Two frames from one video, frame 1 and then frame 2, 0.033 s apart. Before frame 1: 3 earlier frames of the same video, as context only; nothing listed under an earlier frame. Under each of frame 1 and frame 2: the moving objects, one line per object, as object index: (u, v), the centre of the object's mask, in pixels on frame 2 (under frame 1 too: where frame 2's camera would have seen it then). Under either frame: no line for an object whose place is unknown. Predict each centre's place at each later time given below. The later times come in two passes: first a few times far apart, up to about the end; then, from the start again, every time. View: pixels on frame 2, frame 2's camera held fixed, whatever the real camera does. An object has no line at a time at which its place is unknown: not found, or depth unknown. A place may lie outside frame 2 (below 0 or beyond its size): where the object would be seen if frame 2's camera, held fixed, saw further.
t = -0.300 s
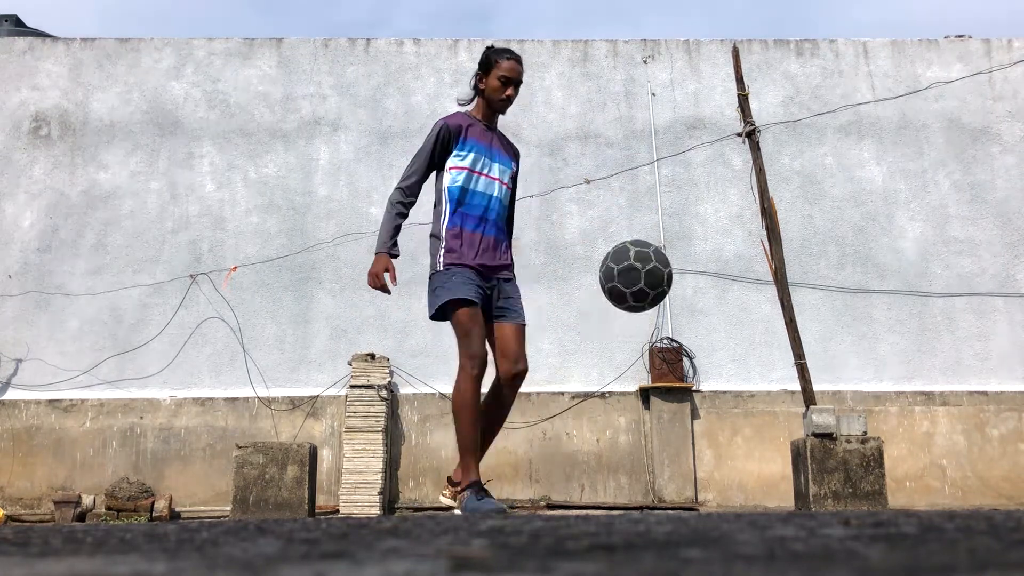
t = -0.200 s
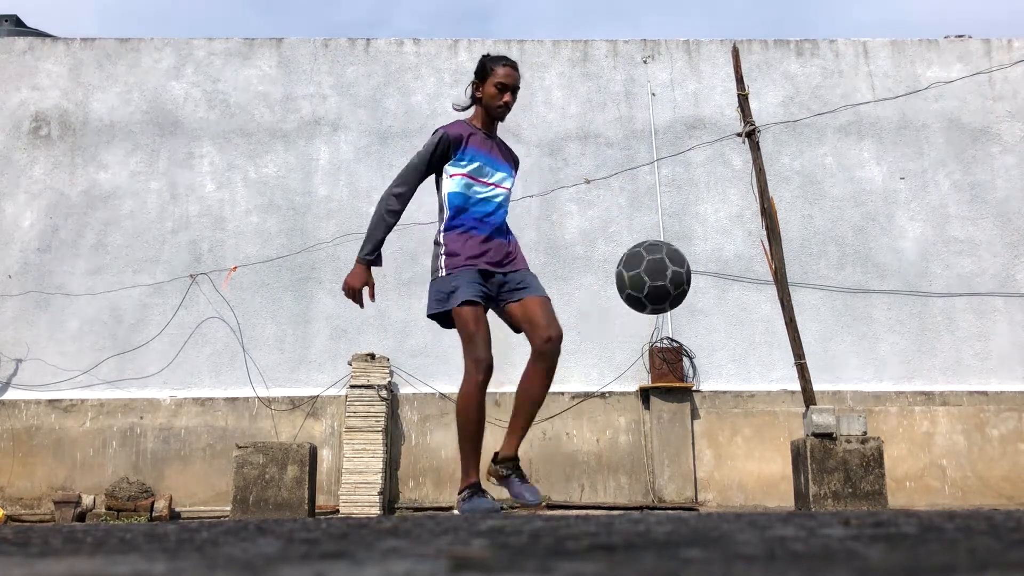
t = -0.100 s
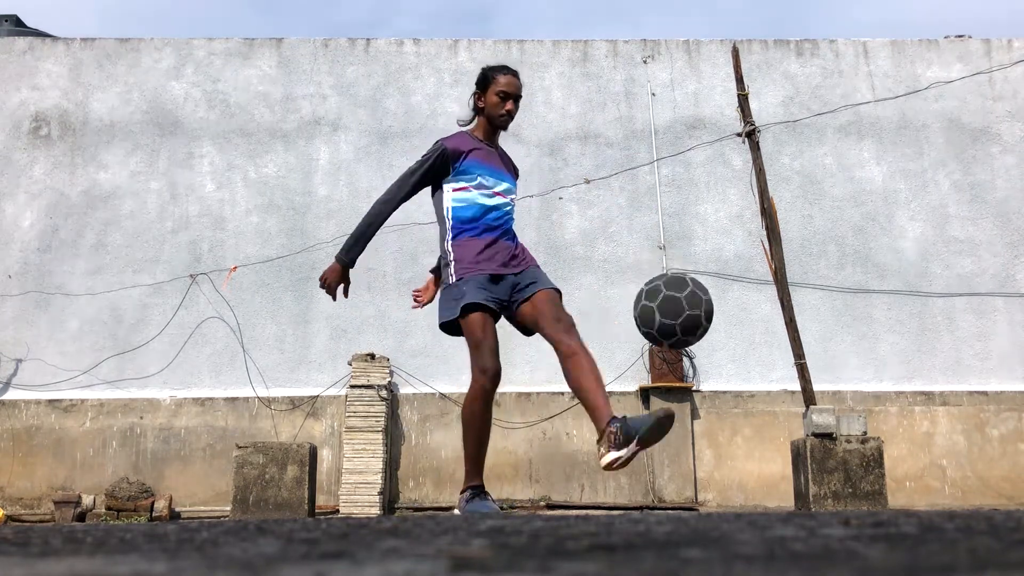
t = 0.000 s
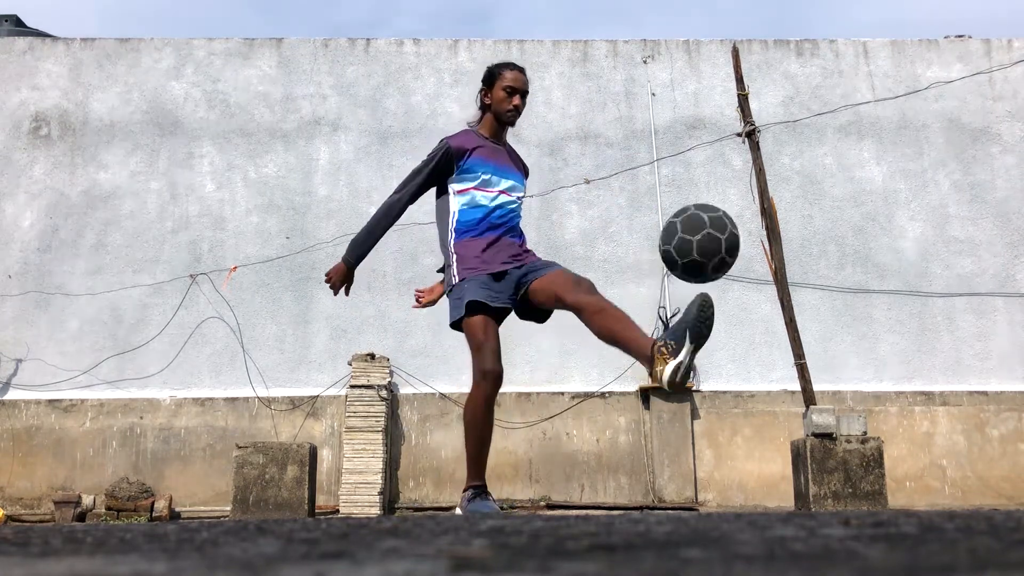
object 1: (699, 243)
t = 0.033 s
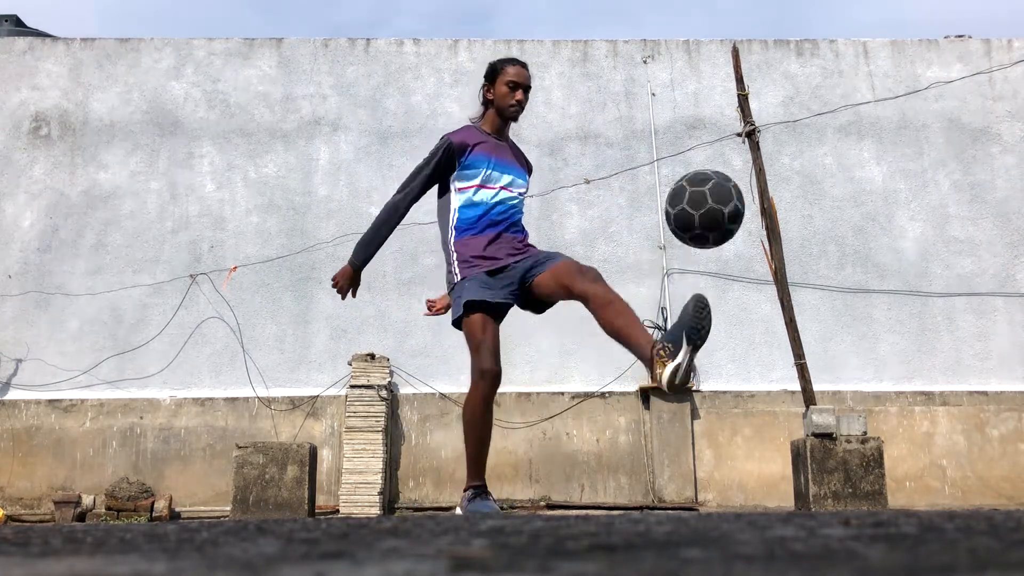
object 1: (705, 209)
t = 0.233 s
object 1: (736, 87)
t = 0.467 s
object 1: (780, 102)
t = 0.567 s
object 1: (802, 157)
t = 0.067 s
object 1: (710, 179)
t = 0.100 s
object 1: (715, 152)
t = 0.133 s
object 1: (720, 130)
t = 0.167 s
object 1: (725, 112)
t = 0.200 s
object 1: (731, 98)
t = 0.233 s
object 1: (736, 87)
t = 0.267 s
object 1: (741, 79)
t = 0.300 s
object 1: (747, 75)
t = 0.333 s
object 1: (753, 74)
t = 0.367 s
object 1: (759, 77)
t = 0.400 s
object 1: (766, 82)
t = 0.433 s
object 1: (773, 90)
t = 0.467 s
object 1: (780, 102)
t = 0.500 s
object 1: (788, 117)
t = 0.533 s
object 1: (795, 135)
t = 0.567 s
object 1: (802, 157)
